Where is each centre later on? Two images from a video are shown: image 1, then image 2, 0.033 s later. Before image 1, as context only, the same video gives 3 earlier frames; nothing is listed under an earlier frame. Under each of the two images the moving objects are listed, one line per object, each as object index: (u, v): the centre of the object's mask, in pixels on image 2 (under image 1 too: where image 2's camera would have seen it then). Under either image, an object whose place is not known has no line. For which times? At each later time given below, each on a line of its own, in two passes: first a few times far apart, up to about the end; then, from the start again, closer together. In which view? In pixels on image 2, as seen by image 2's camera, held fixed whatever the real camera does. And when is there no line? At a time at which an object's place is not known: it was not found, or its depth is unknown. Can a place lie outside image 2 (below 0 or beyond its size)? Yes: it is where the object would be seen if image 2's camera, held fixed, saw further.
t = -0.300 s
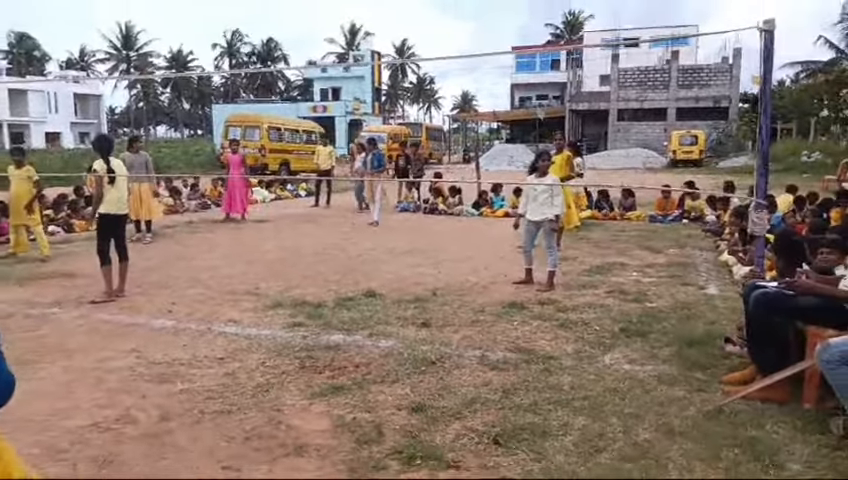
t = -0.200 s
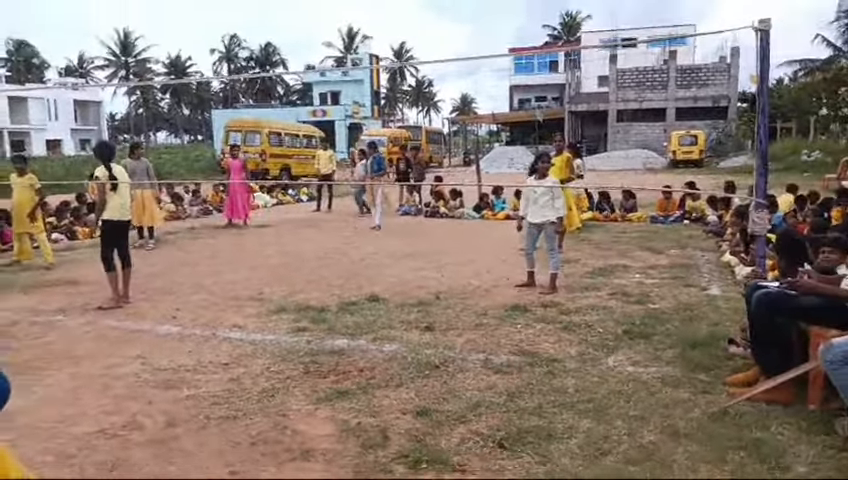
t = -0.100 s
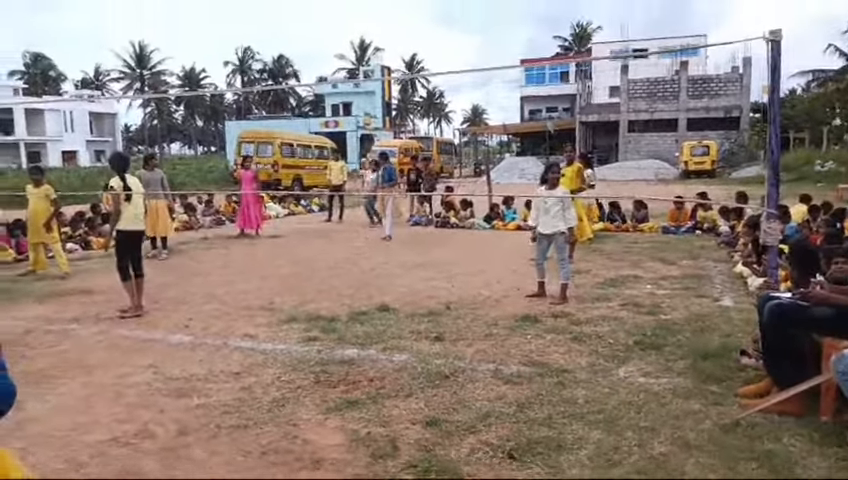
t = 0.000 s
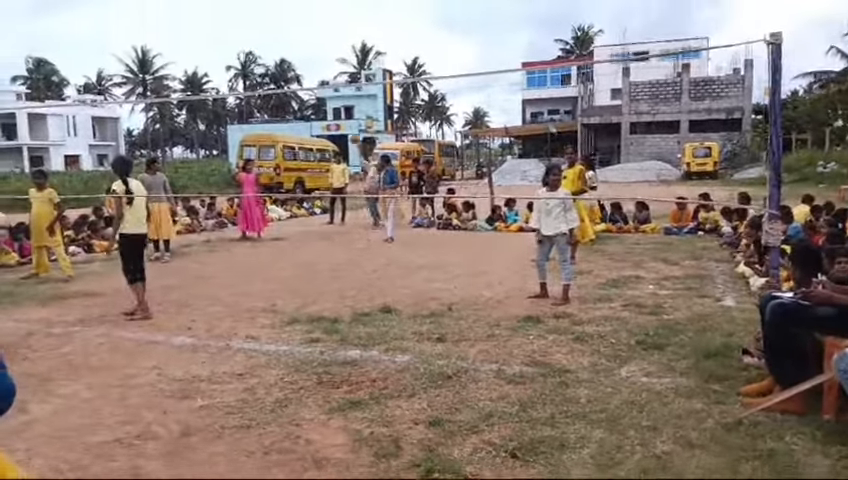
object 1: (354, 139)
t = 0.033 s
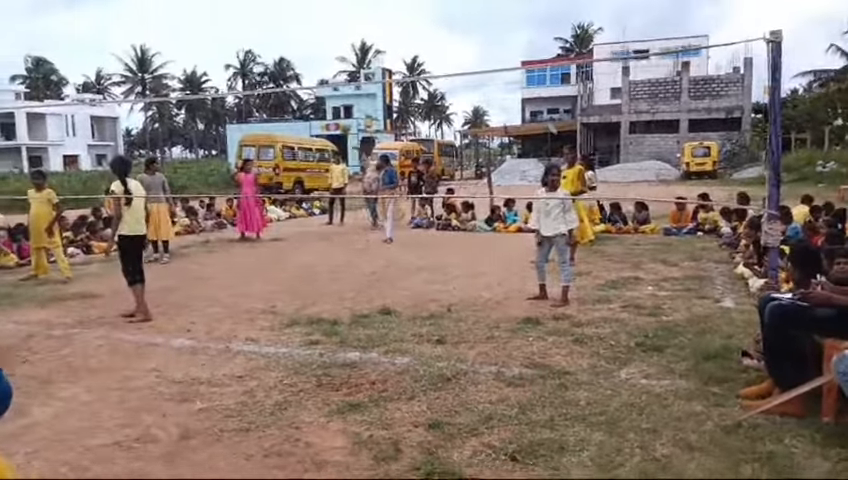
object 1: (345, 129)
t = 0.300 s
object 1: (258, 48)
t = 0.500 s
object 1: (168, -4)
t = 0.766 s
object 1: (7, -42)
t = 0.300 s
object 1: (258, 48)
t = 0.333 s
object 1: (244, 38)
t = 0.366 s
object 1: (228, 29)
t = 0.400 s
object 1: (213, 21)
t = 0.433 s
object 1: (198, 12)
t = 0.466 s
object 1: (183, 6)
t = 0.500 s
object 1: (168, -4)
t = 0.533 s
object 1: (152, -15)
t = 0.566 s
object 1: (135, -20)
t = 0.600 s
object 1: (113, -27)
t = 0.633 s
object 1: (92, -32)
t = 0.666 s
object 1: (69, -37)
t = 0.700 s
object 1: (49, -40)
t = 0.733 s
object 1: (27, -44)
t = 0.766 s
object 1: (7, -42)
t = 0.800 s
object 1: (-16, -40)
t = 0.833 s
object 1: (-40, -43)
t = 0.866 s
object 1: (-65, -41)
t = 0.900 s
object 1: (-93, -40)
